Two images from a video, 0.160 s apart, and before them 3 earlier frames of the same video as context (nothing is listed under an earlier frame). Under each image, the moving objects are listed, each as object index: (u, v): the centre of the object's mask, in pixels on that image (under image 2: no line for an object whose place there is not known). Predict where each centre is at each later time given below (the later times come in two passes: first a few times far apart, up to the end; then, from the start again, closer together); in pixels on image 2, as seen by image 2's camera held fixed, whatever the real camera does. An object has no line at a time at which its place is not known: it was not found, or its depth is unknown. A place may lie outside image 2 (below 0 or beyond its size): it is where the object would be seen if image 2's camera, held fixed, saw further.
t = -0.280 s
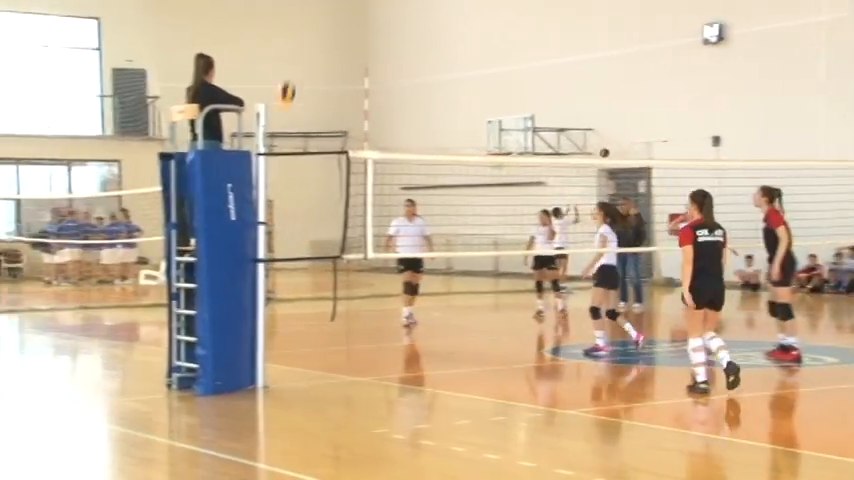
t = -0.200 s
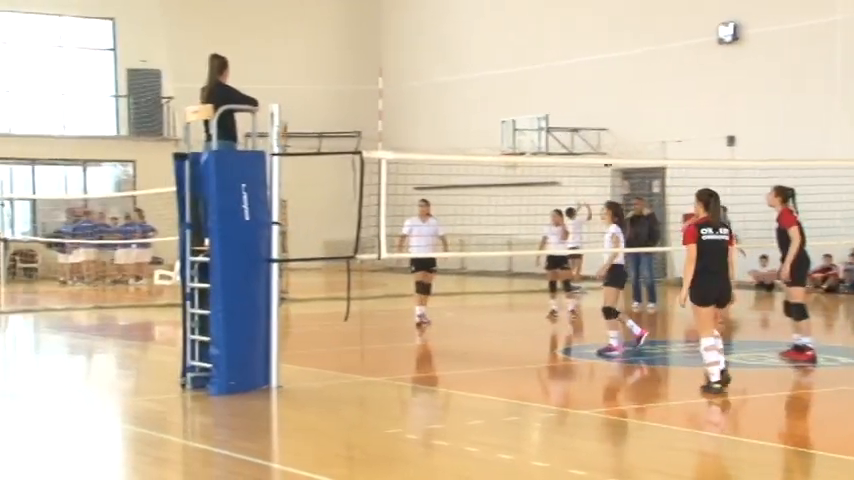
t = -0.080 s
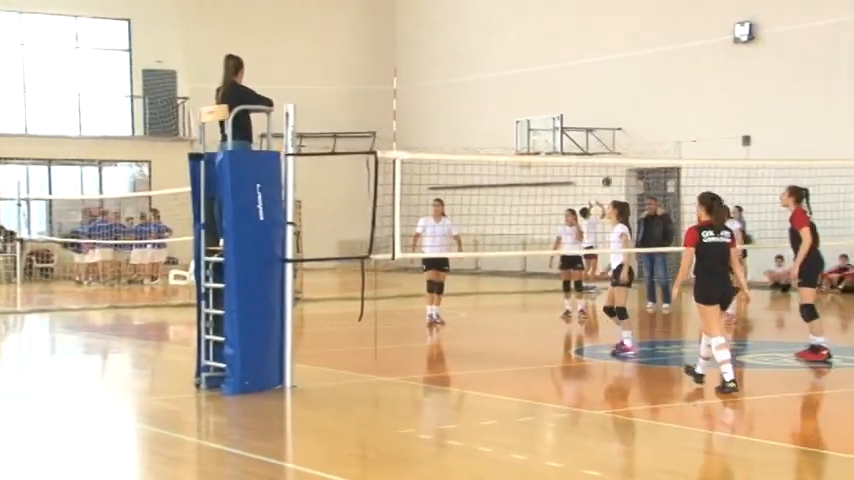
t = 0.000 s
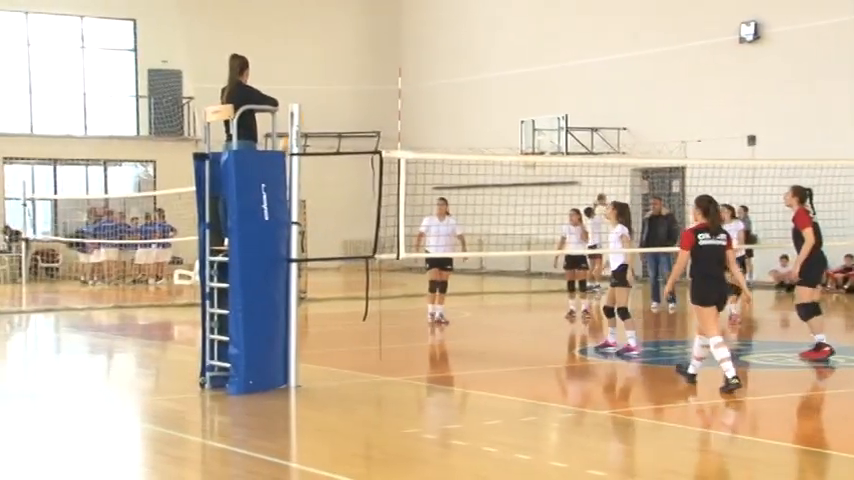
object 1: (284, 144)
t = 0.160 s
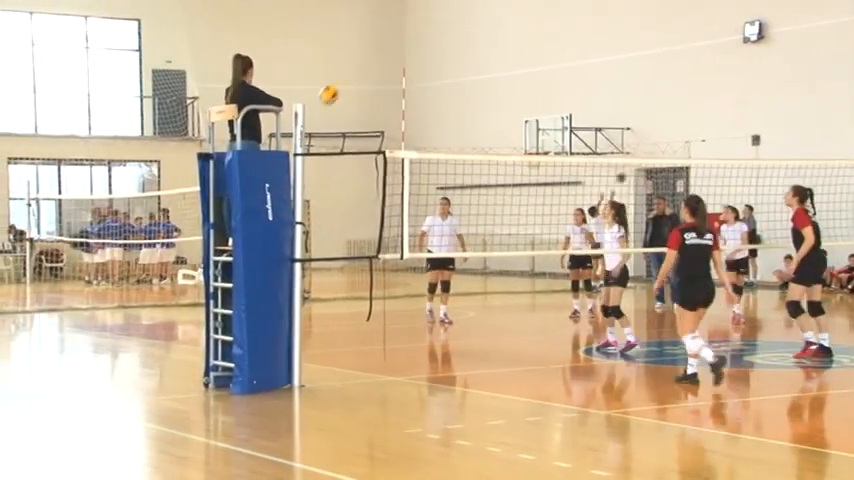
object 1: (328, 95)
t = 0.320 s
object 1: (365, 64)
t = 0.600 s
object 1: (431, 64)
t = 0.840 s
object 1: (487, 120)
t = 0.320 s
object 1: (365, 64)
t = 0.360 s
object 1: (375, 60)
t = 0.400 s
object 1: (384, 57)
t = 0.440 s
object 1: (393, 56)
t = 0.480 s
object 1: (402, 56)
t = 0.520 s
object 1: (412, 57)
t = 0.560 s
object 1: (421, 59)
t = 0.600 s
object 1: (431, 64)
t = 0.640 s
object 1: (441, 69)
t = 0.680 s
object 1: (449, 76)
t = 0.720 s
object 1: (459, 85)
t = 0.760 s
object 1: (468, 95)
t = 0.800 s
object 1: (478, 106)
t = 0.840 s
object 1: (487, 120)
